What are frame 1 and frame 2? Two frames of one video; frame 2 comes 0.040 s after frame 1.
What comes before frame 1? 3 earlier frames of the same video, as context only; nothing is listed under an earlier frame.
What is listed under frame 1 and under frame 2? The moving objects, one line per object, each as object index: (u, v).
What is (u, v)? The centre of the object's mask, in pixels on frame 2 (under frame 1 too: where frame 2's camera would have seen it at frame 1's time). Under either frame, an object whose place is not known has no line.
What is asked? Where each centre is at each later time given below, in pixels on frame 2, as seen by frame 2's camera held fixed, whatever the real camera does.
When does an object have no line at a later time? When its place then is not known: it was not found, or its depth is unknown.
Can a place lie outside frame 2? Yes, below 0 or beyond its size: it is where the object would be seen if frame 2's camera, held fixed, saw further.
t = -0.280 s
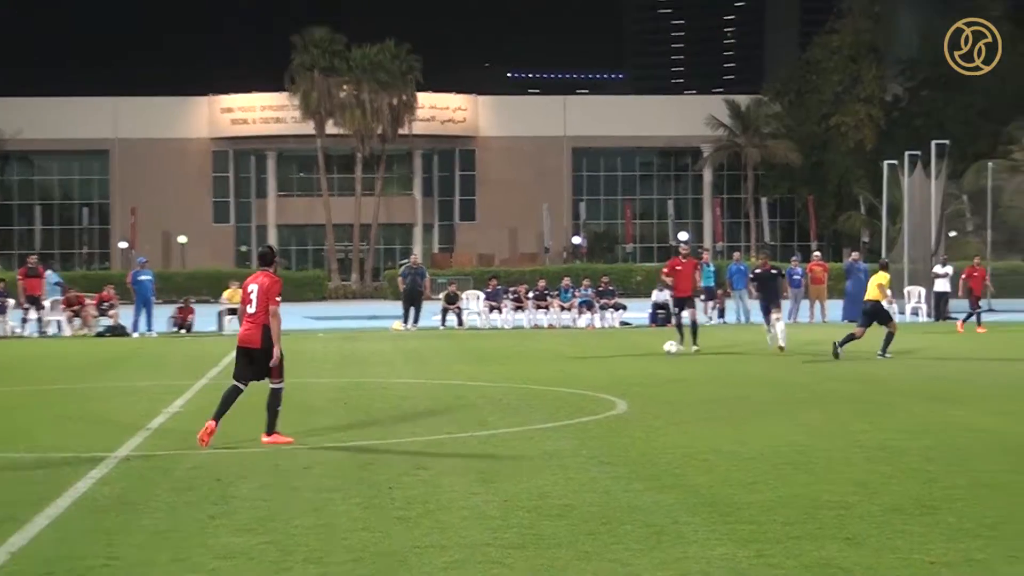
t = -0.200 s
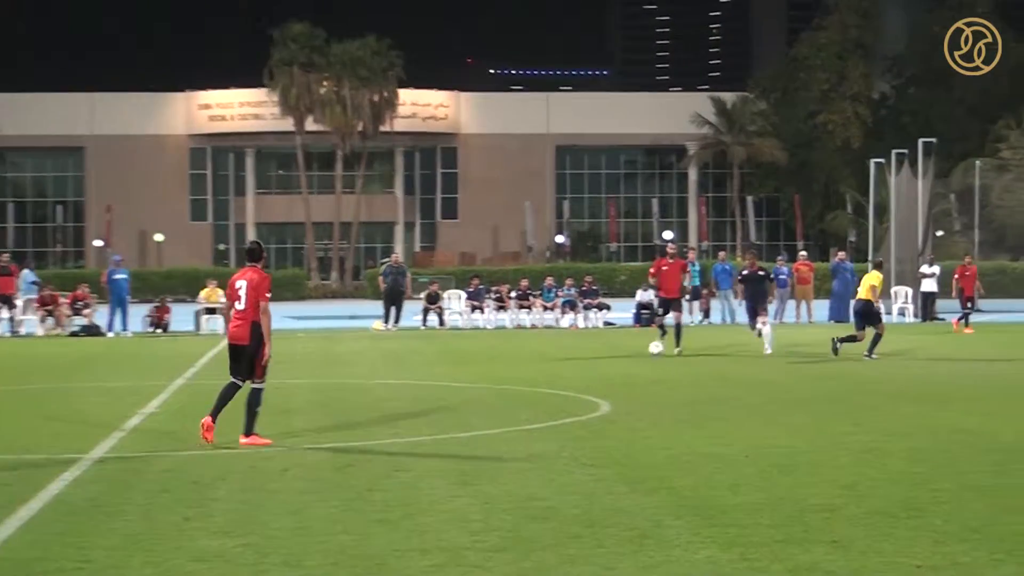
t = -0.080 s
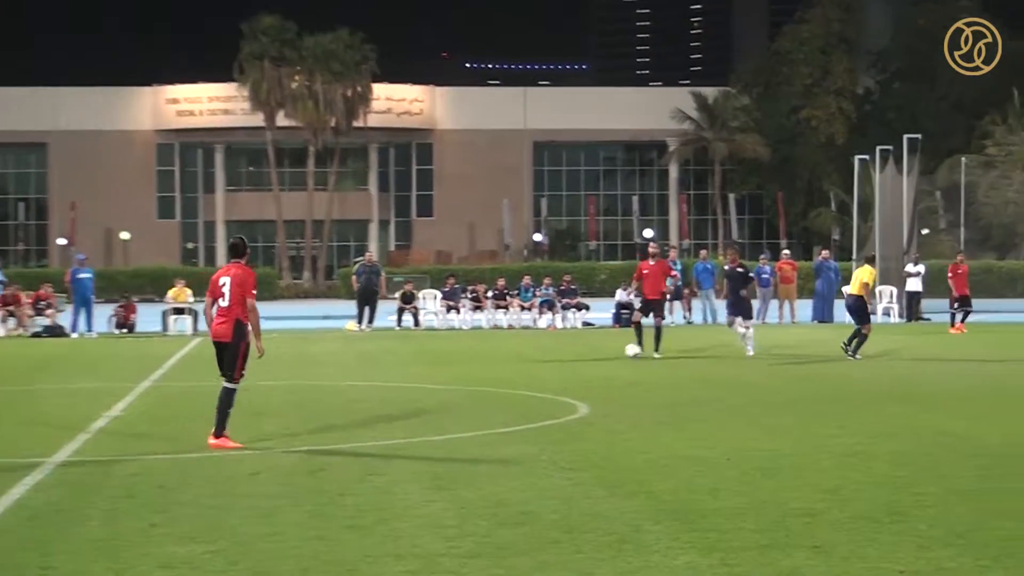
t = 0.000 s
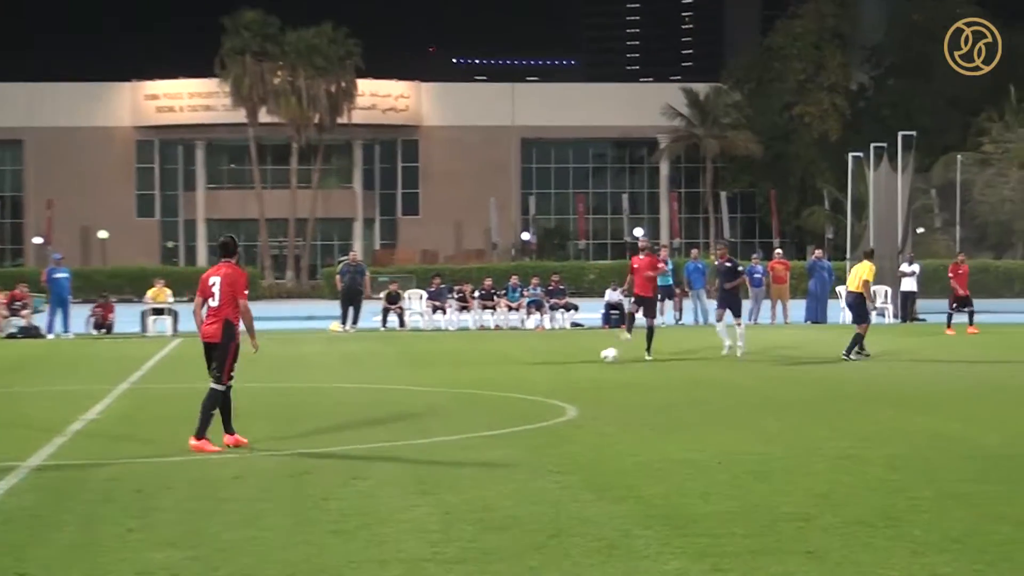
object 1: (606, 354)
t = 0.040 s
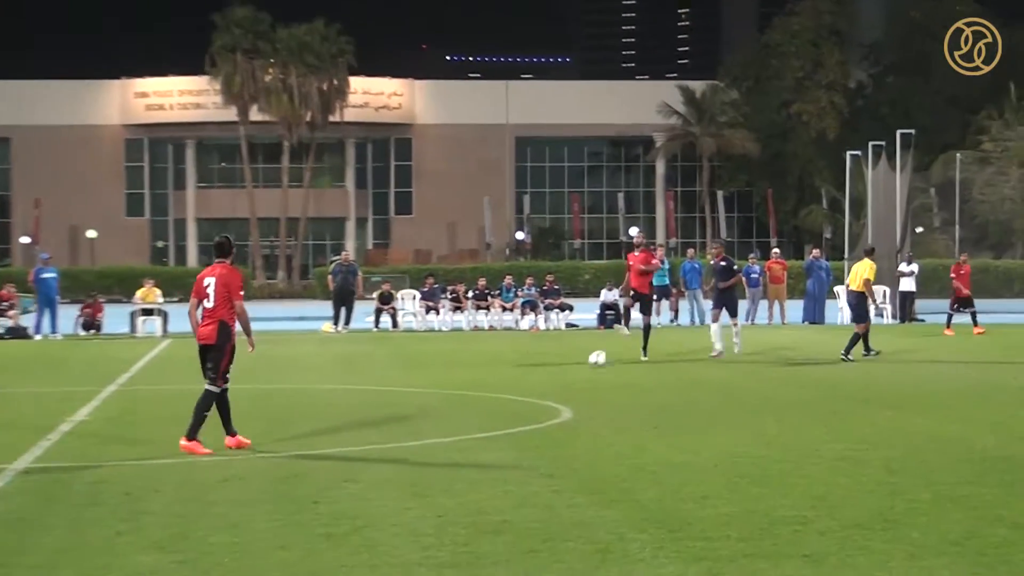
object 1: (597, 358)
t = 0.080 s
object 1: (589, 362)
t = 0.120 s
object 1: (581, 364)
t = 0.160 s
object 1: (572, 365)
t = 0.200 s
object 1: (564, 369)
